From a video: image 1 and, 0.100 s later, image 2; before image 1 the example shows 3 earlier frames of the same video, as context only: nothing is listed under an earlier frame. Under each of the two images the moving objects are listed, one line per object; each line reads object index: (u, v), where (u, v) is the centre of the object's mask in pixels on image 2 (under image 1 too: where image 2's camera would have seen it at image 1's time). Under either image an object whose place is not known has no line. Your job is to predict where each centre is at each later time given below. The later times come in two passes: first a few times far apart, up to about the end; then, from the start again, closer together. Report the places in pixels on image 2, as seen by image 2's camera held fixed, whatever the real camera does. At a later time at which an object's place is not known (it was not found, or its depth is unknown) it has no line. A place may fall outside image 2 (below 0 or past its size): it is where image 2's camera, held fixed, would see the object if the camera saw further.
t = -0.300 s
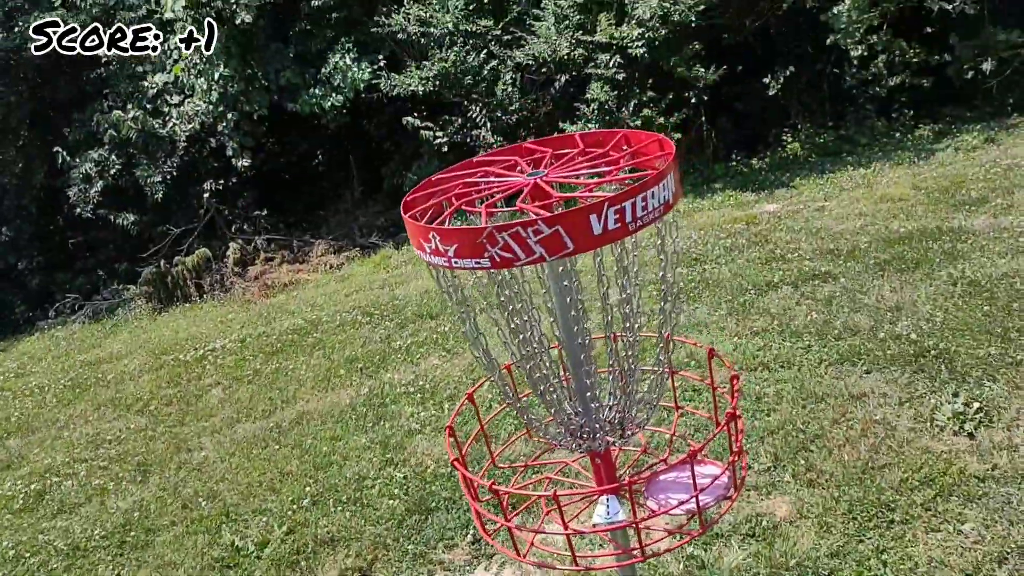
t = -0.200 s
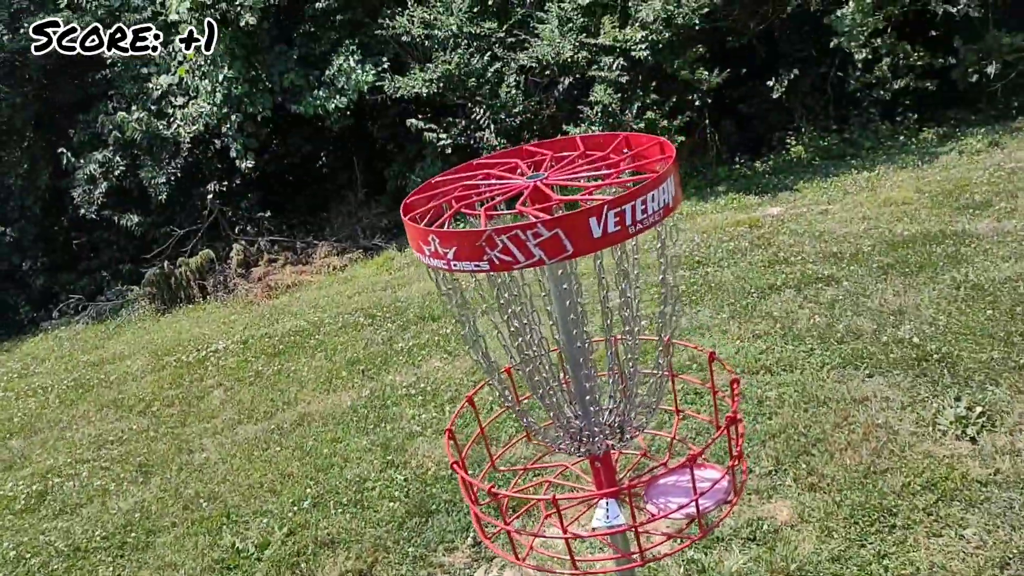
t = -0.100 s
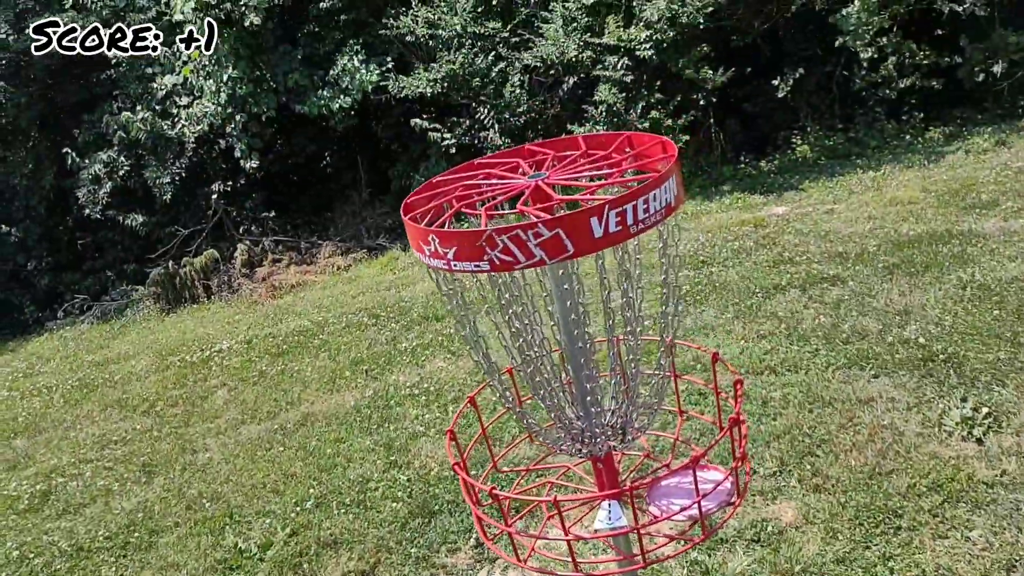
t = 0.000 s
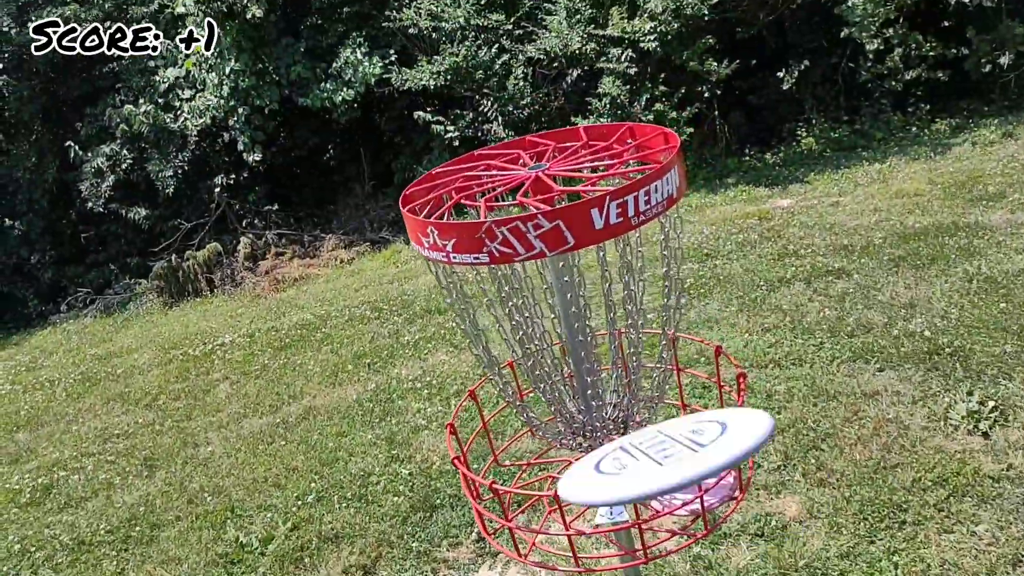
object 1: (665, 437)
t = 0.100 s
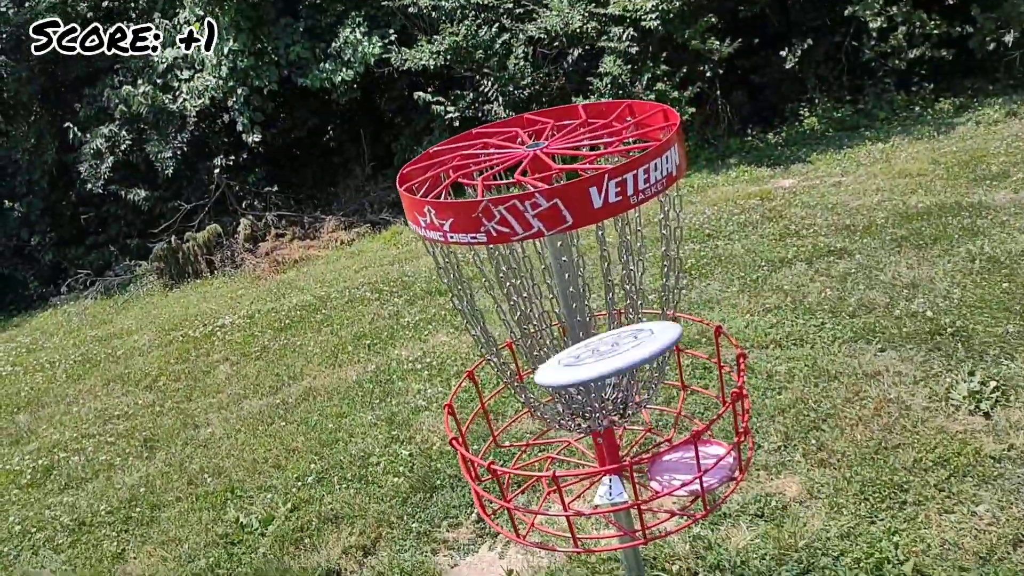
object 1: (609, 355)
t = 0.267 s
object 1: (583, 367)
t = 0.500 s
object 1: (578, 456)
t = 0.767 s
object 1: (585, 508)
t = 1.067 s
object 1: (586, 506)
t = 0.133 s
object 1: (600, 349)
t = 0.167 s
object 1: (592, 350)
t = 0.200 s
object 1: (589, 354)
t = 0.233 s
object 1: (586, 362)
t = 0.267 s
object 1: (583, 367)
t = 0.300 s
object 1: (581, 376)
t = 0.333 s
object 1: (579, 390)
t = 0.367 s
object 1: (578, 410)
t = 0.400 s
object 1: (576, 429)
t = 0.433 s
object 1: (581, 460)
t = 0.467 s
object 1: (581, 461)
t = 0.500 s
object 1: (578, 456)
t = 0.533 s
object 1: (575, 454)
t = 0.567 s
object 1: (573, 455)
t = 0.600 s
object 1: (573, 461)
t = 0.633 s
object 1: (574, 472)
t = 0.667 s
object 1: (574, 492)
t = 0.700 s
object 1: (580, 508)
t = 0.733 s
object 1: (583, 510)
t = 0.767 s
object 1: (585, 508)
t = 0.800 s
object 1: (586, 505)
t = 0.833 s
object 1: (587, 503)
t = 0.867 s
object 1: (588, 503)
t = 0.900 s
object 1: (589, 505)
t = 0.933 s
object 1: (589, 505)
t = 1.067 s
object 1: (586, 506)
